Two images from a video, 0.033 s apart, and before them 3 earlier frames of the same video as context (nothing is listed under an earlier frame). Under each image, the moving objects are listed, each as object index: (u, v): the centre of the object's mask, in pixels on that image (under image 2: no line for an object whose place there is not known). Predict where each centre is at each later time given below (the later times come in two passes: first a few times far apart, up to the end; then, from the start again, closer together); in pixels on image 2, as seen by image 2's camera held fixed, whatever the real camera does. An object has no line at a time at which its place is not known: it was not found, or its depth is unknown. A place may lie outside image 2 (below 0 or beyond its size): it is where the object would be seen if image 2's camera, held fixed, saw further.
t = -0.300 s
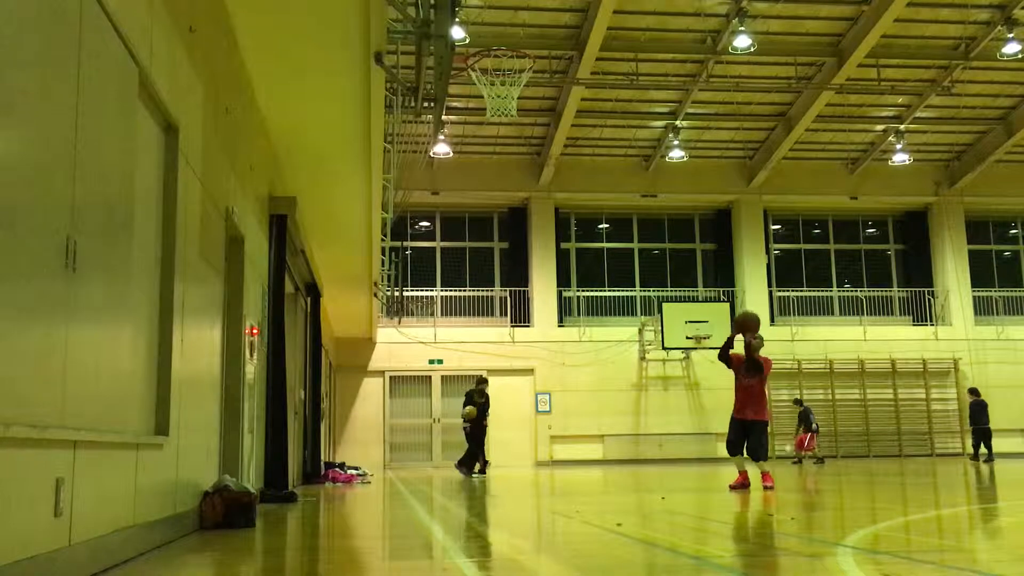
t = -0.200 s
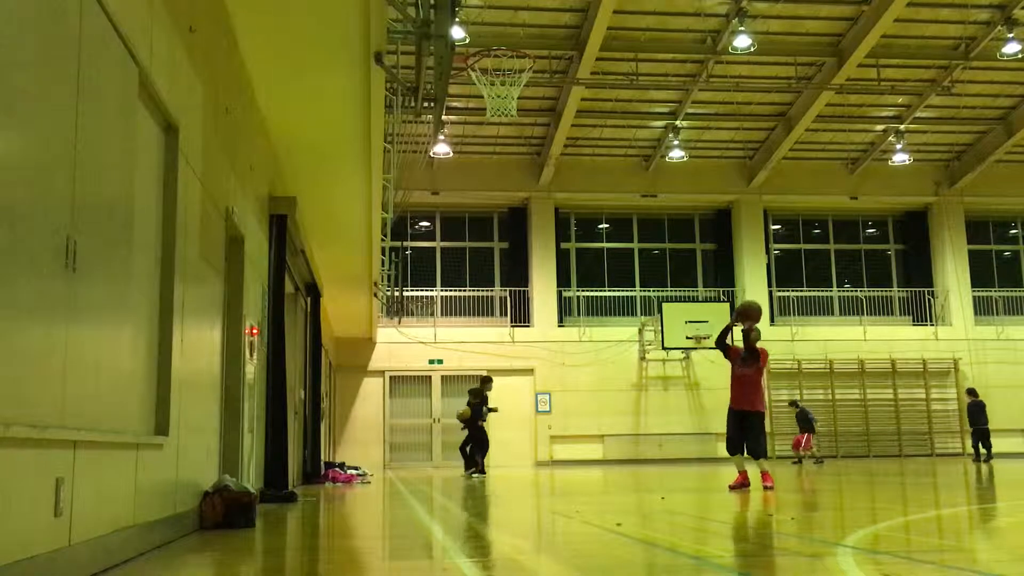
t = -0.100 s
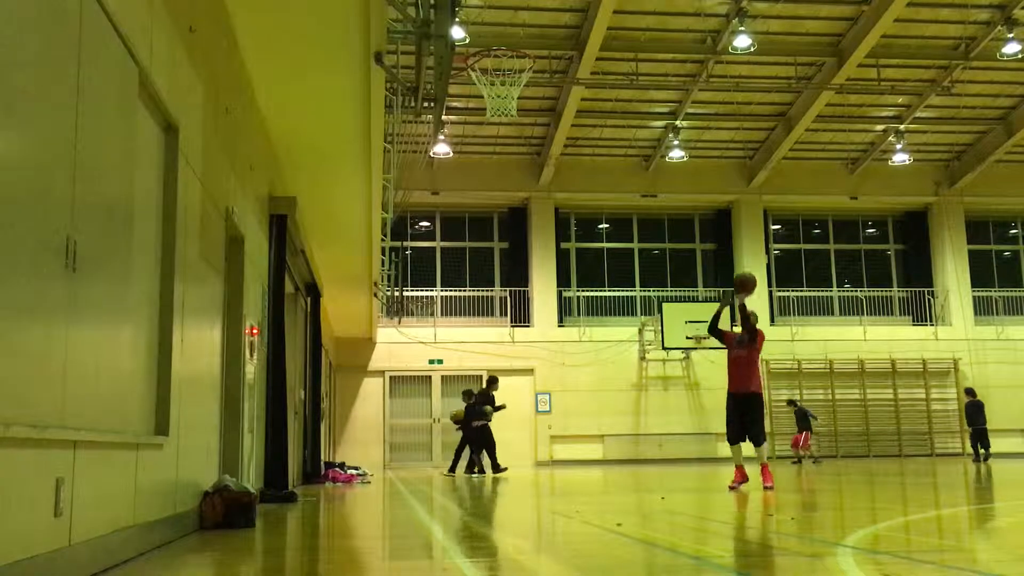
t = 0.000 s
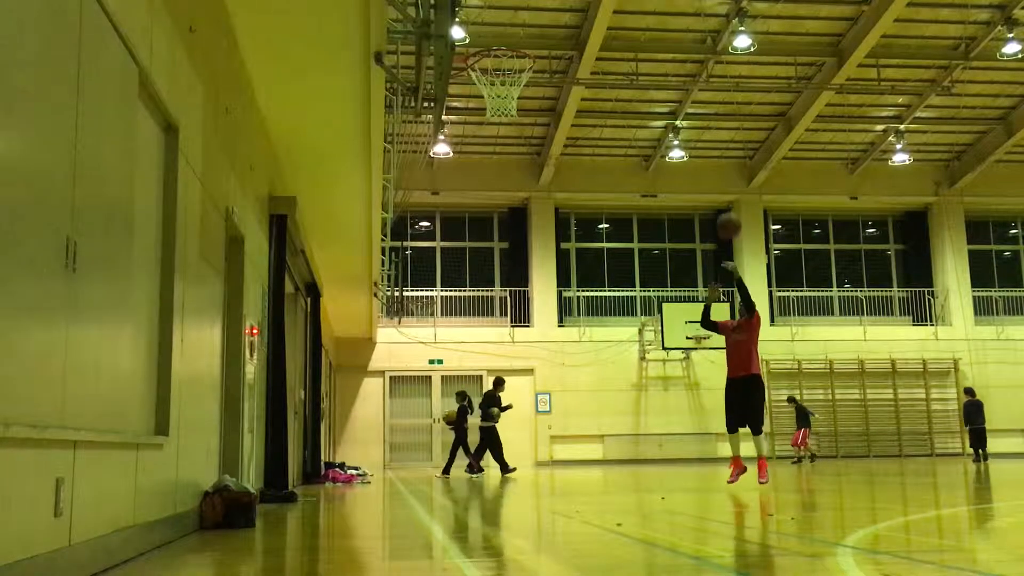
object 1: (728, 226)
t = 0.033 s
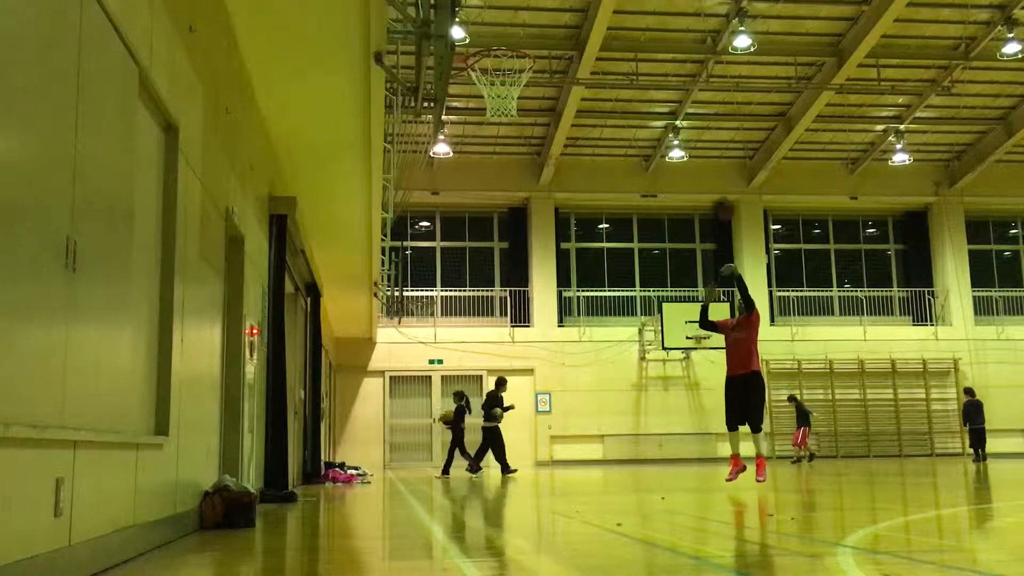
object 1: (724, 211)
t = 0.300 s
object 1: (675, 78)
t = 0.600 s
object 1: (618, 7)
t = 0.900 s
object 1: (552, 20)
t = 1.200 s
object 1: (486, 29)
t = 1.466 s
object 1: (481, 15)
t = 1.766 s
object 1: (504, 15)
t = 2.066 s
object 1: (520, 94)
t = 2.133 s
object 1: (524, 130)
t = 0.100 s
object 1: (711, 169)
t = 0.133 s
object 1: (705, 153)
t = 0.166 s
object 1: (700, 136)
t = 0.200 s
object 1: (693, 120)
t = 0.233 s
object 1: (687, 106)
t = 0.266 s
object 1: (681, 92)
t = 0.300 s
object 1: (675, 78)
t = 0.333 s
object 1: (669, 65)
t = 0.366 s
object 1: (663, 55)
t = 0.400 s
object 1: (657, 44)
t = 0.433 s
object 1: (651, 33)
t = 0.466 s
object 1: (645, 26)
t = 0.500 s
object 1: (638, 18)
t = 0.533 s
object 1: (631, 12)
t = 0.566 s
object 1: (625, 9)
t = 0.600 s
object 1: (618, 7)
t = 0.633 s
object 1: (612, 6)
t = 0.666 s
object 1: (605, 5)
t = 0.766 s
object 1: (582, 6)
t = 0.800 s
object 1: (575, 7)
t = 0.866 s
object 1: (560, 13)
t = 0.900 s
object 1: (552, 20)
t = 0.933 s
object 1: (542, 29)
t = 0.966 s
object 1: (539, 35)
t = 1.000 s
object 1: (530, 47)
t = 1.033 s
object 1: (523, 44)
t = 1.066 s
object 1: (515, 38)
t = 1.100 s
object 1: (507, 37)
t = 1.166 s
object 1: (493, 35)
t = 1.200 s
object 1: (486, 29)
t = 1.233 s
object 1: (482, 22)
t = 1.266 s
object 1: (476, 17)
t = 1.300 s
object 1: (473, 15)
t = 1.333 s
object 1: (470, 14)
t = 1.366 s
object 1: (470, 13)
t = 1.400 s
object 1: (474, 13)
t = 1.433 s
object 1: (477, 14)
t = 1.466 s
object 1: (481, 15)
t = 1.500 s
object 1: (486, 18)
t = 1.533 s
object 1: (490, 24)
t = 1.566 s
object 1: (494, 32)
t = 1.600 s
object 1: (496, 25)
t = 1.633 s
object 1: (497, 20)
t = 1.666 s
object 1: (499, 17)
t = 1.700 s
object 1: (500, 15)
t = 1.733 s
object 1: (502, 14)
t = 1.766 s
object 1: (504, 15)
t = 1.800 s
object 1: (505, 16)
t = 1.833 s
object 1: (507, 19)
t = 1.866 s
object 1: (509, 25)
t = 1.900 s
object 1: (511, 32)
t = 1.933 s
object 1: (512, 41)
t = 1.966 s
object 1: (514, 52)
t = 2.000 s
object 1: (516, 64)
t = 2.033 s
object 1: (518, 77)
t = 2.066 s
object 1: (520, 94)
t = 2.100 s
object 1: (522, 110)
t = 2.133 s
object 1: (524, 130)
